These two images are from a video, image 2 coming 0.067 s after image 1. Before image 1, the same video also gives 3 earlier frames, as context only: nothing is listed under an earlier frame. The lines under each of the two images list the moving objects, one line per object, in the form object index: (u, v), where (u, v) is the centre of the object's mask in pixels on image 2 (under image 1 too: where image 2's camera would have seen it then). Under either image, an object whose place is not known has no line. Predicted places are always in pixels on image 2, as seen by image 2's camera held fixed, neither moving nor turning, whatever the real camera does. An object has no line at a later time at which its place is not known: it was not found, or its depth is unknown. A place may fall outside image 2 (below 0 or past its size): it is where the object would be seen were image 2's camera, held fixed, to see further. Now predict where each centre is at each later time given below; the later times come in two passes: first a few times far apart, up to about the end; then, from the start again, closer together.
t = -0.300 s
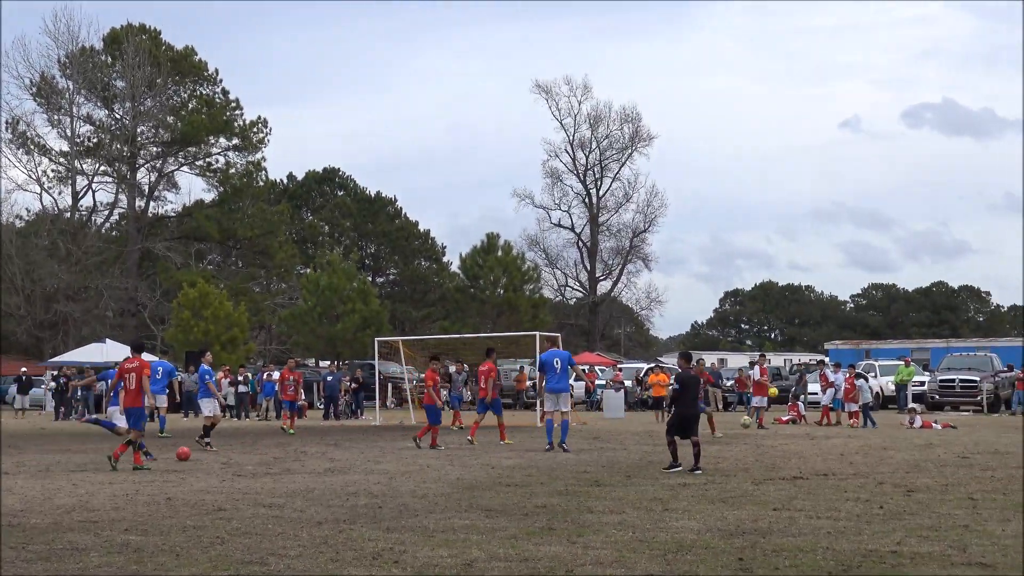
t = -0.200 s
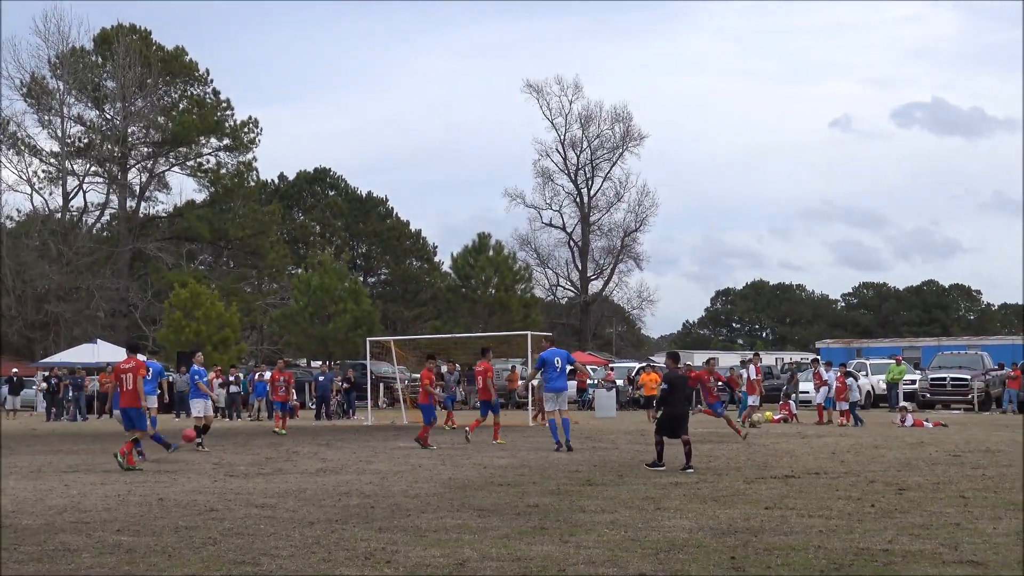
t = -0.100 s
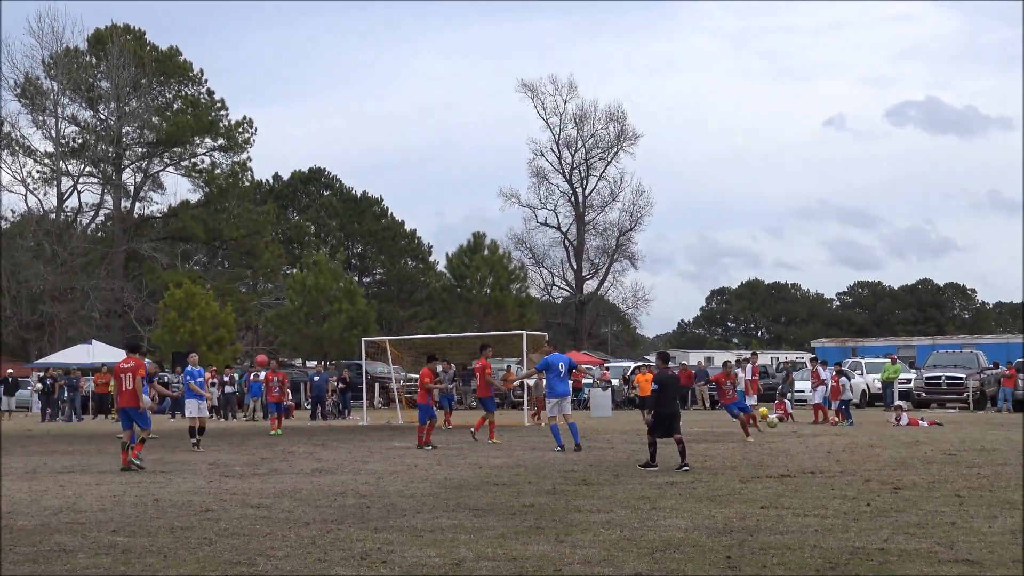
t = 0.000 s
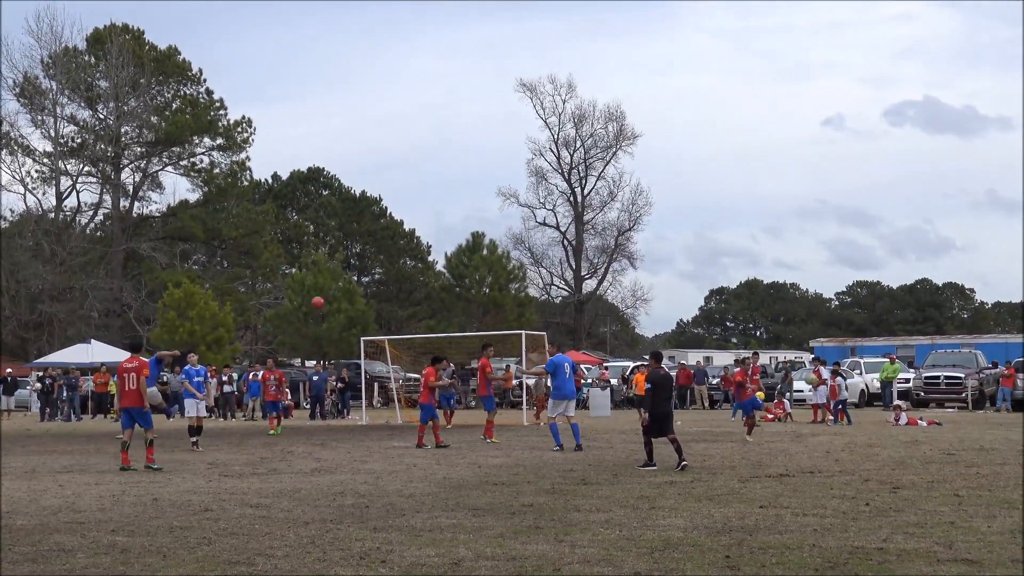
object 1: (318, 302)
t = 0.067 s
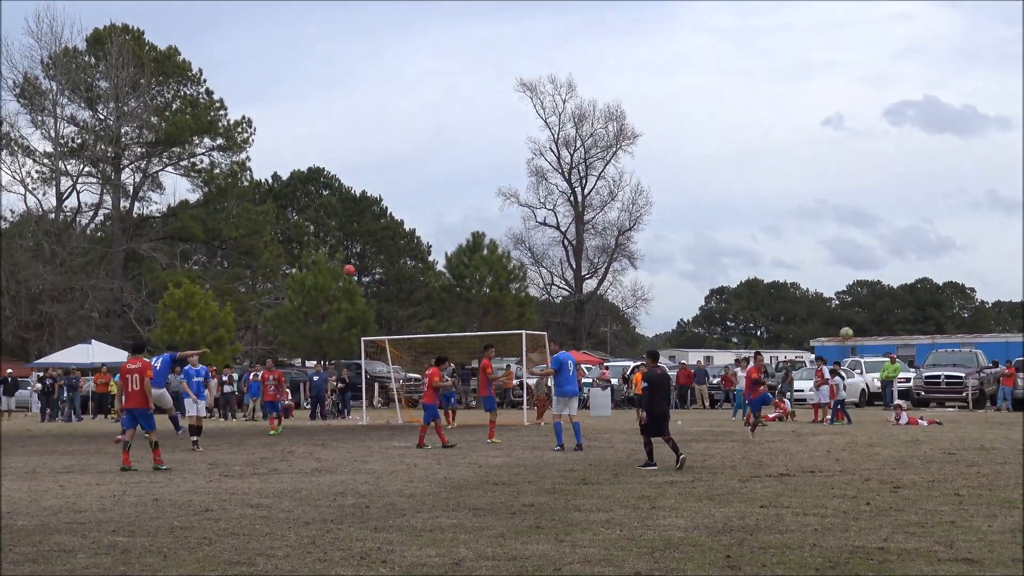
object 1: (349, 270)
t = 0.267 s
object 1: (413, 200)
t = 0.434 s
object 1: (446, 164)
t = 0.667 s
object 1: (471, 138)
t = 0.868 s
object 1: (481, 131)
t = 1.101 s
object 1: (484, 137)
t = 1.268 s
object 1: (482, 150)
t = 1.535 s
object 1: (473, 179)
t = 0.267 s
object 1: (413, 200)
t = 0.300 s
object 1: (421, 191)
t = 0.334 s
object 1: (429, 184)
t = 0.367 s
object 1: (435, 177)
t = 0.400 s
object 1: (441, 170)
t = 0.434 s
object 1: (446, 164)
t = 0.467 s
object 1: (451, 159)
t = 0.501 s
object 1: (455, 154)
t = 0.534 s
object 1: (459, 150)
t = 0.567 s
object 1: (463, 146)
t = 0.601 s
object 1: (466, 143)
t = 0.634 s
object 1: (469, 140)
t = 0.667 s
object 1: (471, 138)
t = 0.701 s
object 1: (474, 136)
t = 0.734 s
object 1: (475, 134)
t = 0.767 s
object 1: (477, 133)
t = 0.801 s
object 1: (479, 132)
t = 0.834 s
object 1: (480, 131)
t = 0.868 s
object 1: (481, 131)
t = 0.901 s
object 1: (482, 131)
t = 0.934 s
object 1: (482, 132)
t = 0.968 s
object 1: (483, 132)
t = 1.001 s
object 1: (483, 133)
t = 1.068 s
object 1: (484, 135)
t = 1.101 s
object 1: (484, 137)
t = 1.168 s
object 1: (483, 142)
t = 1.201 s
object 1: (483, 144)
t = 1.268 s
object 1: (482, 150)
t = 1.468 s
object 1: (476, 171)
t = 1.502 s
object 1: (475, 175)
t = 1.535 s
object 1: (473, 179)
